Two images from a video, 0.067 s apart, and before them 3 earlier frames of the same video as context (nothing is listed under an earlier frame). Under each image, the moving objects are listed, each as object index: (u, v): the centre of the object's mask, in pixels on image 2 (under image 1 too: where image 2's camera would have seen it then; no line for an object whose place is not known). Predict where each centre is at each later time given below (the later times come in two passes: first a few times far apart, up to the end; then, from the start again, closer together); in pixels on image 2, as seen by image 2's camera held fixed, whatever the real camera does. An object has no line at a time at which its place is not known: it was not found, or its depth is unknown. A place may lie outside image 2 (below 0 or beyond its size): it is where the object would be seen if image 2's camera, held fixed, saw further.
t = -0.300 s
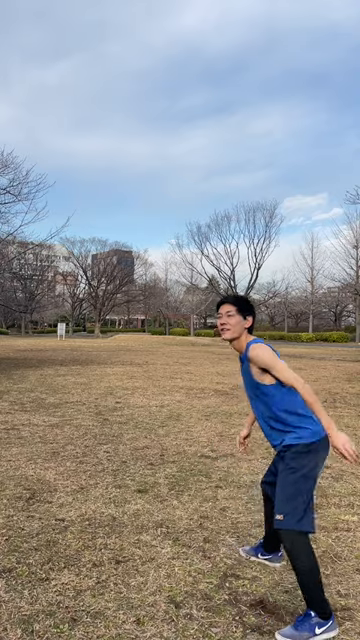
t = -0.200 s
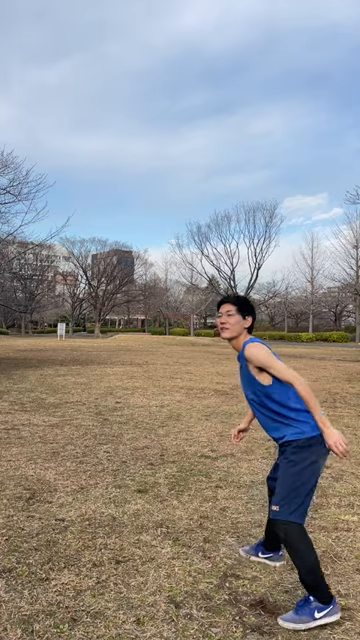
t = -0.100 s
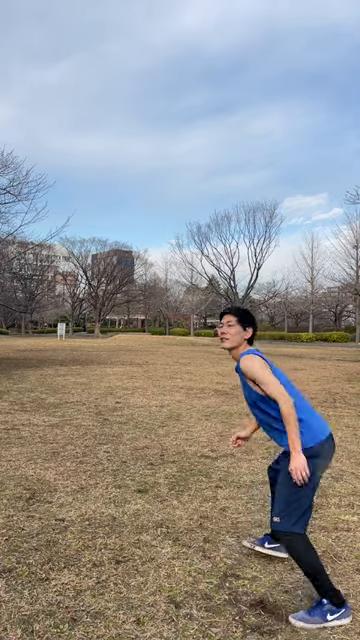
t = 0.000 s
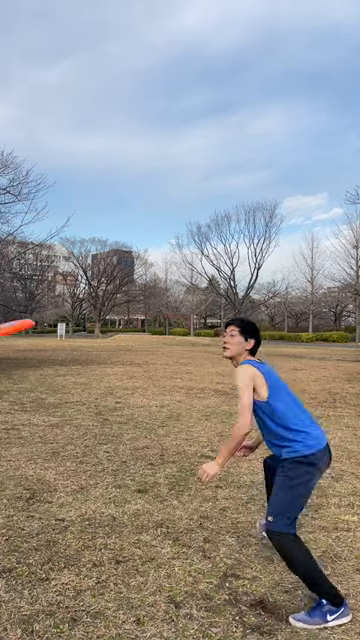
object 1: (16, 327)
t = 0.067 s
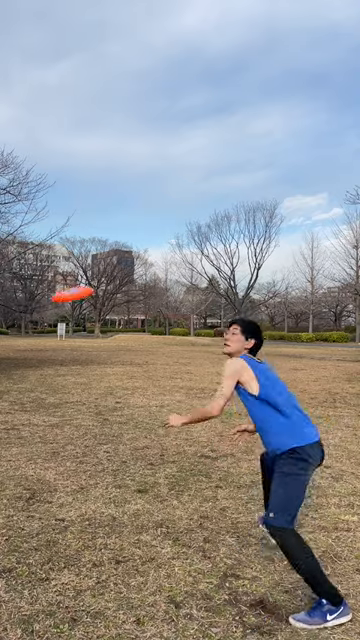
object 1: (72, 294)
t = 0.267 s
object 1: (158, 251)
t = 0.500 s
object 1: (202, 240)
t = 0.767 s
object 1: (235, 245)
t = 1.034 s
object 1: (266, 261)
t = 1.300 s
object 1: (296, 282)
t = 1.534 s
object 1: (323, 302)
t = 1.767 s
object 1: (355, 325)
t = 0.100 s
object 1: (94, 283)
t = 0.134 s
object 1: (112, 272)
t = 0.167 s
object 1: (126, 266)
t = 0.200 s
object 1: (137, 260)
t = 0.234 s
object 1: (148, 255)
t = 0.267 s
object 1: (158, 251)
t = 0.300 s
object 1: (166, 248)
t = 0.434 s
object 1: (191, 241)
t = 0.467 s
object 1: (197, 240)
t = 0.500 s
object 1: (202, 240)
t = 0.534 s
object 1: (207, 240)
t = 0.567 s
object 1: (211, 240)
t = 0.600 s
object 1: (214, 241)
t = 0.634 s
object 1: (219, 242)
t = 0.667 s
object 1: (224, 242)
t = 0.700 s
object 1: (228, 244)
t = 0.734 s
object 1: (232, 245)
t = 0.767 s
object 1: (235, 245)
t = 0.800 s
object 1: (240, 247)
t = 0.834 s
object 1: (245, 250)
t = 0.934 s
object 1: (255, 255)
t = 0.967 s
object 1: (259, 257)
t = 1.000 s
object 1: (263, 259)
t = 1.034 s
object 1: (266, 261)
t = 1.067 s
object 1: (270, 263)
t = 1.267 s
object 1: (293, 279)
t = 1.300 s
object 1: (296, 282)
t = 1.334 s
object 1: (300, 285)
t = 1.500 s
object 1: (319, 299)
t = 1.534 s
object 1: (323, 302)
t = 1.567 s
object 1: (328, 306)
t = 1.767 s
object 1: (355, 325)
